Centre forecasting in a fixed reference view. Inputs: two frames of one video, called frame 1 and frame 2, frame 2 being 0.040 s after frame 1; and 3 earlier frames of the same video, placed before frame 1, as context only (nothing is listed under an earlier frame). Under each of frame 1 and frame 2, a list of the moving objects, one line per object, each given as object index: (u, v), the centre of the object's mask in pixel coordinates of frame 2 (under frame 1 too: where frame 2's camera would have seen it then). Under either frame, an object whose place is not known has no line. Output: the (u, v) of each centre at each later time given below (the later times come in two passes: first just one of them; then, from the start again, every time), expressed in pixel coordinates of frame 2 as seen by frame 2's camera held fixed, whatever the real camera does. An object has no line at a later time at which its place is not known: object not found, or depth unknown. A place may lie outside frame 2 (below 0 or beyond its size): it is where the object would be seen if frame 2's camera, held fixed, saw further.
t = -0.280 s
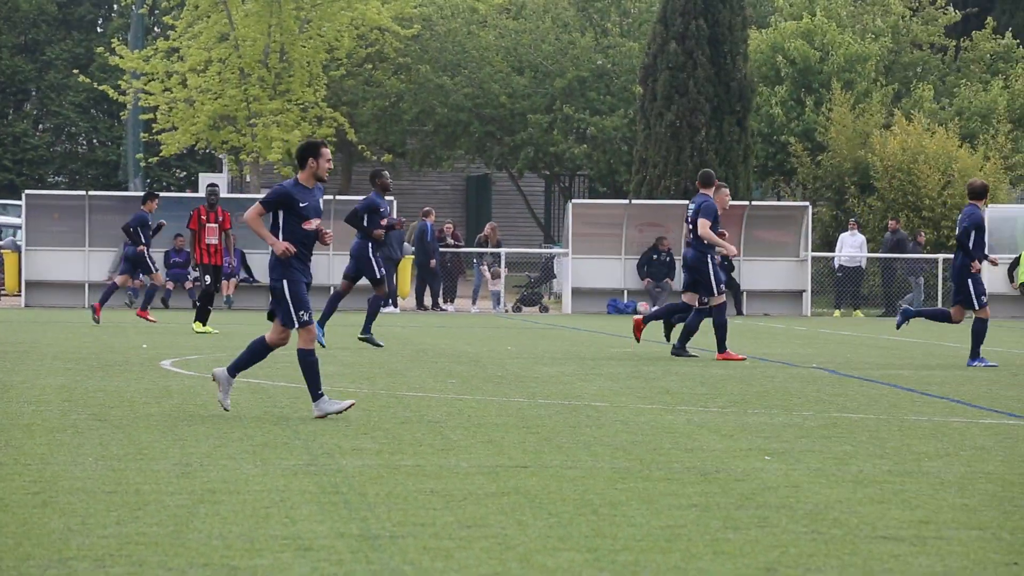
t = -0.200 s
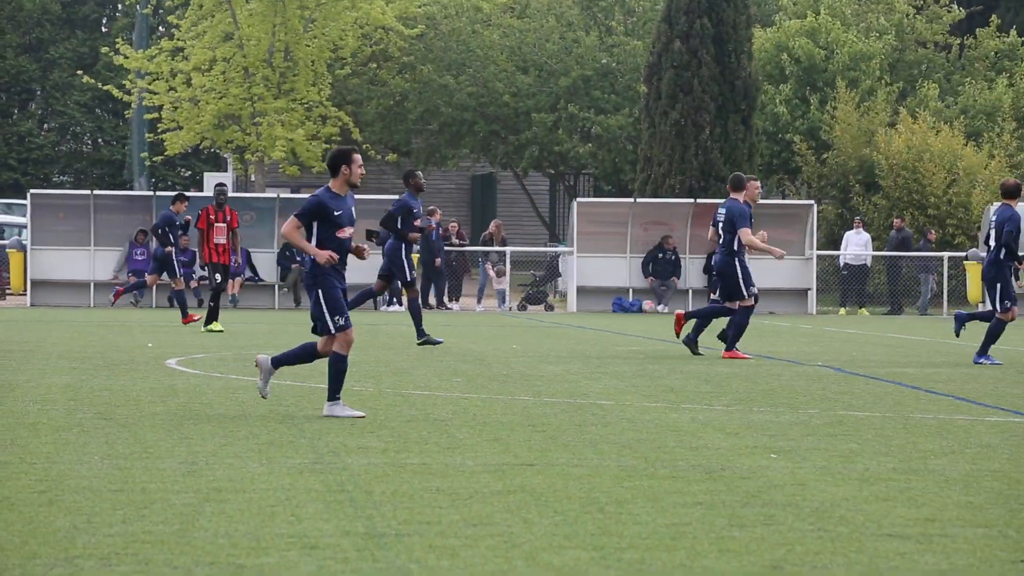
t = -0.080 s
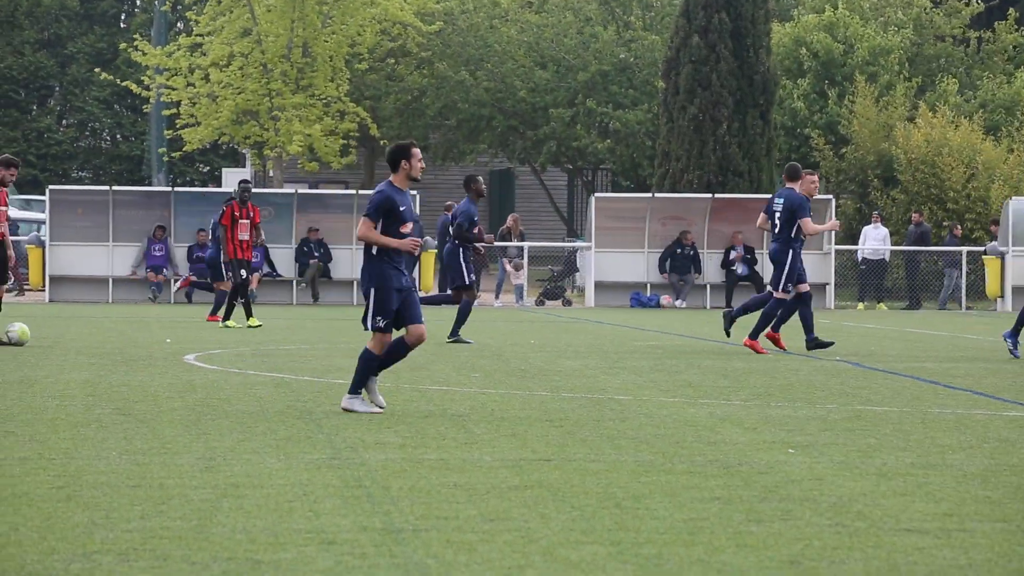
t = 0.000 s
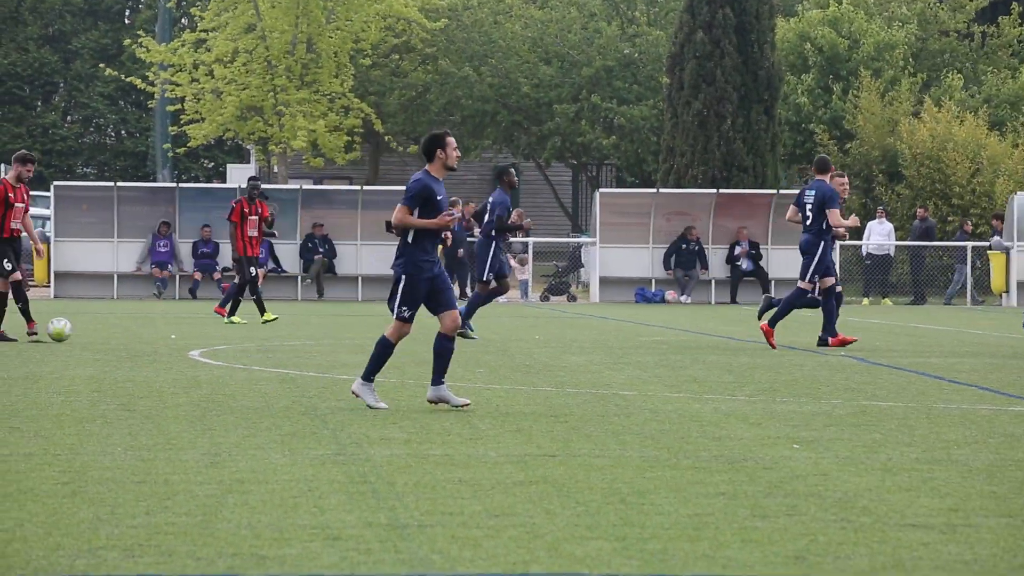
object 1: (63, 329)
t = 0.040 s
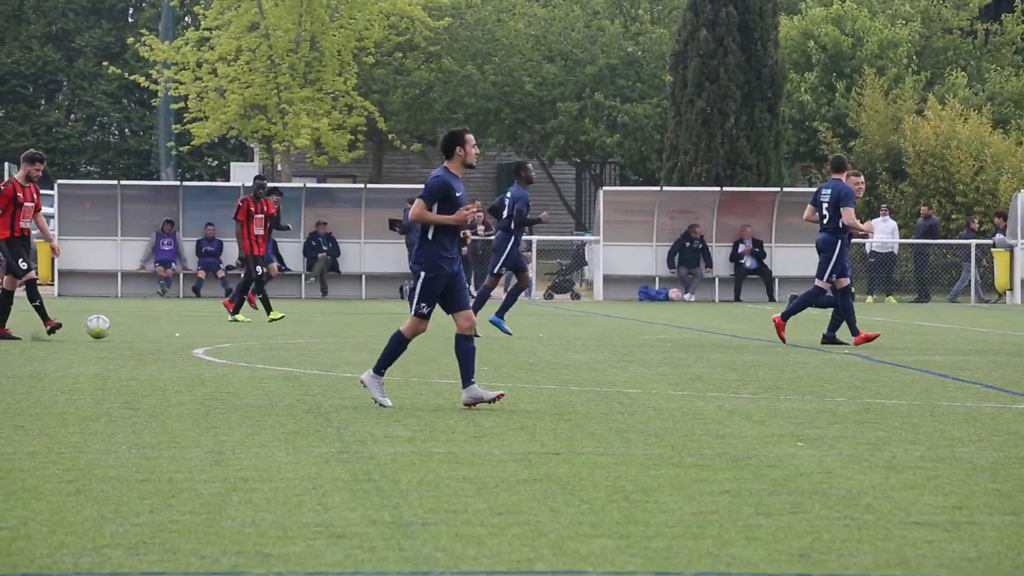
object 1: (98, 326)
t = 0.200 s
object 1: (229, 332)
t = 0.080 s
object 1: (136, 325)
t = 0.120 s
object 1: (170, 329)
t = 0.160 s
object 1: (199, 334)
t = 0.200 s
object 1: (229, 332)
